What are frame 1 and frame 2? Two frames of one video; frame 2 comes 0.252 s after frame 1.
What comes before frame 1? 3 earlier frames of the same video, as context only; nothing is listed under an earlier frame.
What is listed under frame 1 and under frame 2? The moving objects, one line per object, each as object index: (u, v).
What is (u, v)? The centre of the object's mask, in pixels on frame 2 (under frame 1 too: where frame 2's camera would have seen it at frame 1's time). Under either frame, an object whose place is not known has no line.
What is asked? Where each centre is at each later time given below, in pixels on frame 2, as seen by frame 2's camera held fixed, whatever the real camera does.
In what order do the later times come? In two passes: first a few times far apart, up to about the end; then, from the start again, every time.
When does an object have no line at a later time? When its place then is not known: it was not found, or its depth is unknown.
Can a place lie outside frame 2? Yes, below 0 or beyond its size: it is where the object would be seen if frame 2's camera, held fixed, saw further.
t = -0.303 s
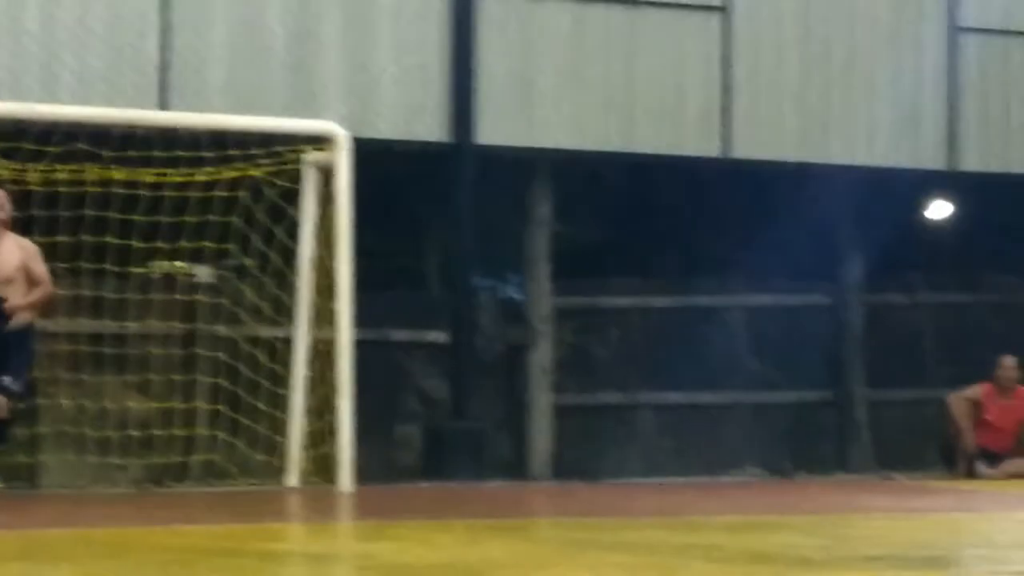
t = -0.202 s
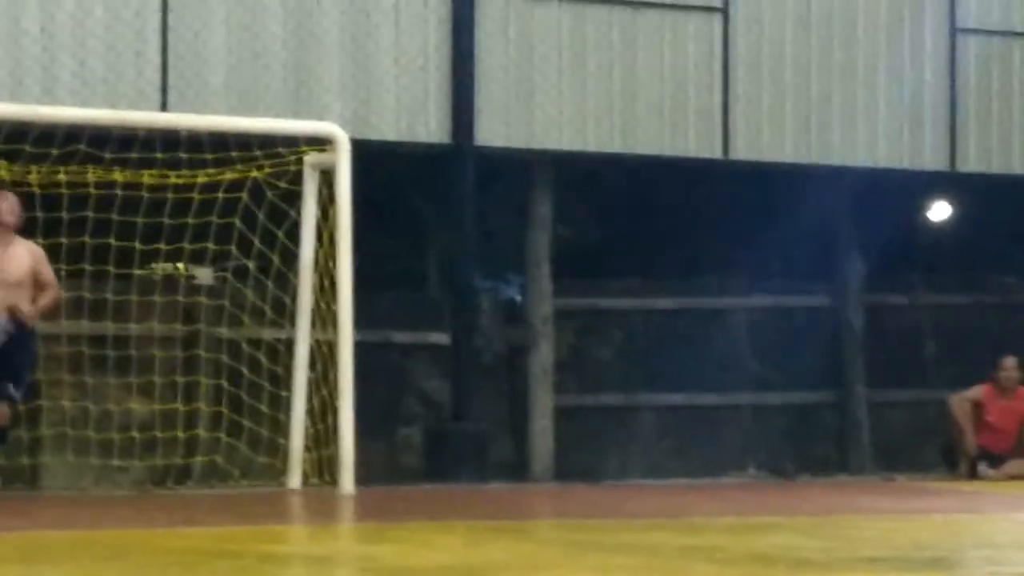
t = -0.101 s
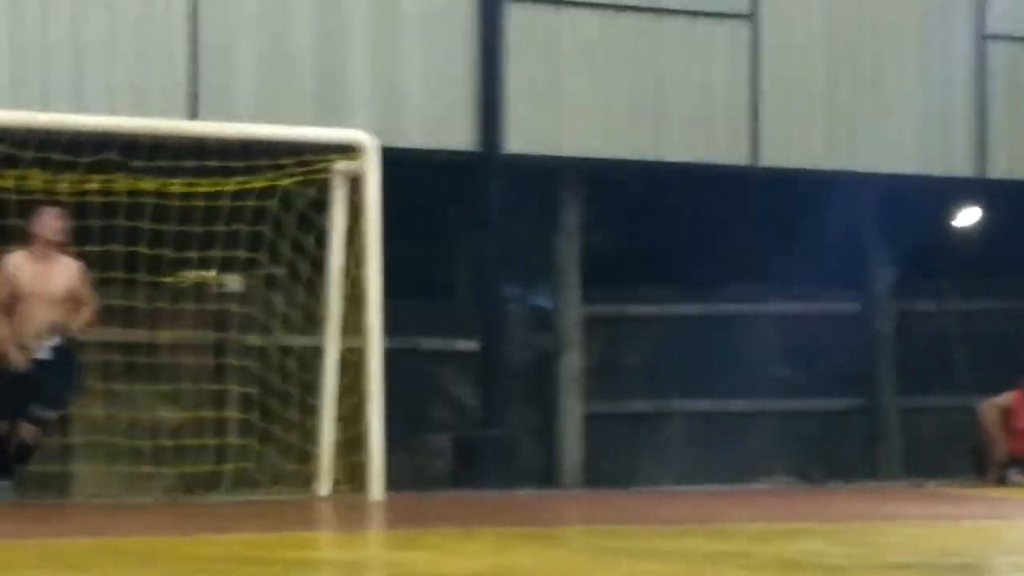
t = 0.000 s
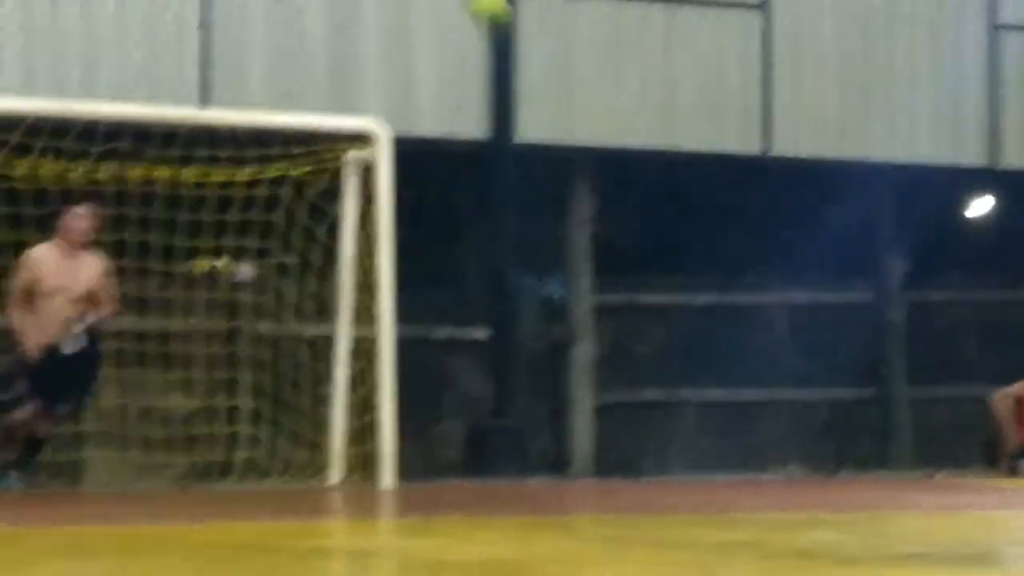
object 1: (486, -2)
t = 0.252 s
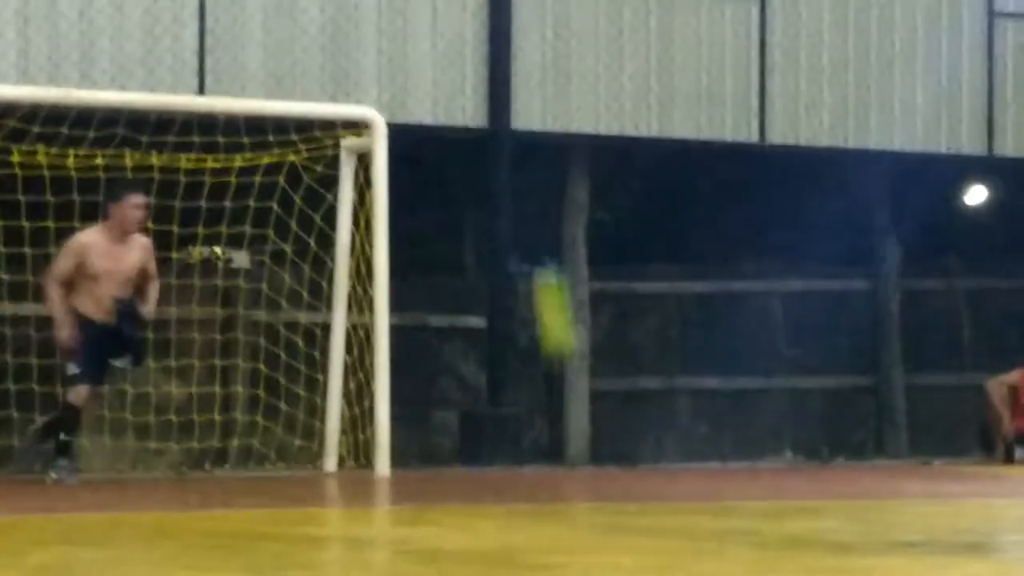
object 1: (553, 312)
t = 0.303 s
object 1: (570, 394)
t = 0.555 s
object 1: (669, 278)
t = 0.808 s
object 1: (776, 151)
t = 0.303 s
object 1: (570, 394)
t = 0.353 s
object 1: (584, 453)
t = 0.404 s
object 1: (608, 413)
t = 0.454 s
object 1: (627, 364)
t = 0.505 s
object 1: (647, 319)
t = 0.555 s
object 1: (669, 278)
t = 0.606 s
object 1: (690, 243)
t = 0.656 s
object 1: (710, 213)
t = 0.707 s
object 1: (733, 187)
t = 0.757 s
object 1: (755, 167)
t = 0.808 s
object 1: (776, 151)
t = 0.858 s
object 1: (797, 141)
